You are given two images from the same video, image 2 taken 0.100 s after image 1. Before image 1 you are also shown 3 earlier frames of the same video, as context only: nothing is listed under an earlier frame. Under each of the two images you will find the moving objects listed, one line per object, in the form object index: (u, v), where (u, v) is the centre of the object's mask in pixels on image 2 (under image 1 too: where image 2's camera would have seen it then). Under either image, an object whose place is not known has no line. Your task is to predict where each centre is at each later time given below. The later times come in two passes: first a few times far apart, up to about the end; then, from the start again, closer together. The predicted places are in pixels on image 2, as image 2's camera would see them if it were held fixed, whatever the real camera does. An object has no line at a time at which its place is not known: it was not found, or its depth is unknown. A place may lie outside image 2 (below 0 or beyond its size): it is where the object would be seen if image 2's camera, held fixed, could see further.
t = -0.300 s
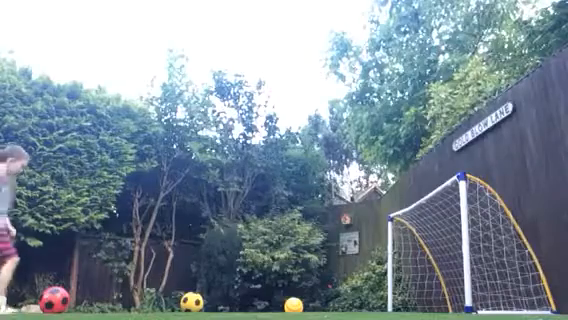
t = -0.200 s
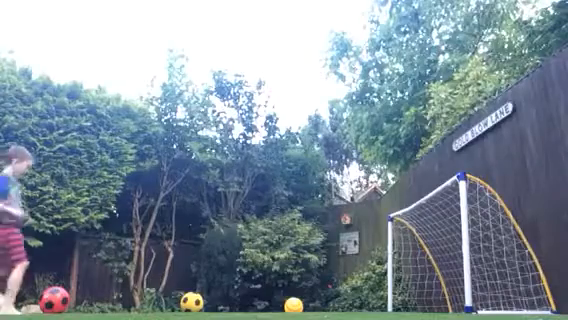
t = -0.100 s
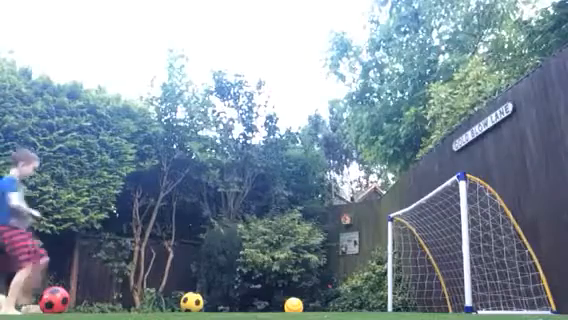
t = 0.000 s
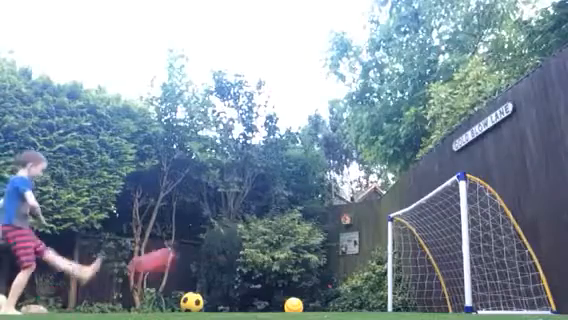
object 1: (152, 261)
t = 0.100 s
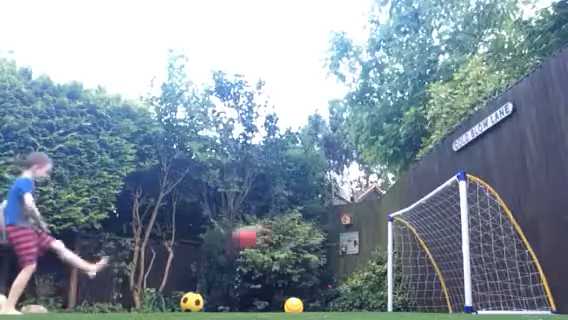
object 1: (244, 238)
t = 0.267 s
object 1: (358, 225)
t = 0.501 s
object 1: (457, 251)
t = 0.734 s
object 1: (441, 294)
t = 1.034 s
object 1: (396, 262)
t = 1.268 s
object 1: (368, 286)
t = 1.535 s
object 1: (337, 288)
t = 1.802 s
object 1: (309, 303)
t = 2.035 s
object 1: (282, 299)
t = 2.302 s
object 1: (262, 303)
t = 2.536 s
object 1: (248, 303)
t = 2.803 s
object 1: (238, 304)
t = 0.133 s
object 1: (271, 232)
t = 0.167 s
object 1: (294, 227)
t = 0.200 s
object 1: (318, 226)
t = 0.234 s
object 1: (336, 225)
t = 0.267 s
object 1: (358, 225)
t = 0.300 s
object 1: (372, 228)
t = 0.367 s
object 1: (407, 232)
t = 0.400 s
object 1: (423, 238)
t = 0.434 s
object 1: (439, 243)
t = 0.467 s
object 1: (452, 247)
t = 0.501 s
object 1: (457, 251)
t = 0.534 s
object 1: (459, 262)
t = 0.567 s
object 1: (459, 267)
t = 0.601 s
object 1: (456, 280)
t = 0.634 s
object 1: (456, 289)
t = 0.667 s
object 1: (455, 304)
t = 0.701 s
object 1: (448, 301)
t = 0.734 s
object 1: (441, 294)
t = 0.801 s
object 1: (432, 277)
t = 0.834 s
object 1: (424, 272)
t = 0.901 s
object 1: (415, 264)
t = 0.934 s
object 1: (409, 262)
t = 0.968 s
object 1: (408, 263)
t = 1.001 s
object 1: (403, 263)
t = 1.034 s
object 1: (396, 262)
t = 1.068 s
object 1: (392, 263)
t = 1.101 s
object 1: (387, 263)
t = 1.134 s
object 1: (386, 265)
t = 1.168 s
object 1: (379, 269)
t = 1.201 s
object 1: (376, 276)
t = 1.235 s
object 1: (371, 280)
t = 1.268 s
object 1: (368, 286)
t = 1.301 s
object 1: (361, 295)
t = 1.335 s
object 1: (358, 299)
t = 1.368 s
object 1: (359, 302)
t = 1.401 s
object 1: (354, 298)
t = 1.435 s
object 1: (349, 295)
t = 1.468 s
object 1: (345, 290)
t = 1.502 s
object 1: (340, 288)
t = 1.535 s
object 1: (337, 288)
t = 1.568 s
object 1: (333, 286)
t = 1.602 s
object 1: (328, 286)
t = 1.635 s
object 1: (324, 289)
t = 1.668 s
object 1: (321, 289)
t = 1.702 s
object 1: (317, 294)
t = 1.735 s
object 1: (312, 298)
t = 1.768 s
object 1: (311, 302)
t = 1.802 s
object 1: (309, 303)
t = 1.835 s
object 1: (306, 301)
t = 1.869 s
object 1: (304, 299)
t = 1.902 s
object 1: (300, 296)
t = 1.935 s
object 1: (295, 293)
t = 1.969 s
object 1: (289, 295)
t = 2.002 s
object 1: (285, 296)
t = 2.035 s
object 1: (282, 299)
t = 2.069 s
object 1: (278, 303)
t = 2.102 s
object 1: (276, 303)
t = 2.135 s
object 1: (275, 303)
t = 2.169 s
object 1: (274, 303)
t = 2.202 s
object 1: (272, 303)
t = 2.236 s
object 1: (267, 304)
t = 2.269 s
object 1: (264, 303)
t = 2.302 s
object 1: (262, 303)
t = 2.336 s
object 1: (260, 303)
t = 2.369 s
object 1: (258, 304)
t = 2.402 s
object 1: (257, 304)
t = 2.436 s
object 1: (256, 303)
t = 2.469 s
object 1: (253, 303)
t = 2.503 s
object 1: (248, 304)
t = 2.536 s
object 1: (248, 303)
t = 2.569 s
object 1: (246, 304)
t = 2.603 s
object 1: (245, 304)
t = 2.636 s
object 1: (243, 304)
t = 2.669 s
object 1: (242, 304)
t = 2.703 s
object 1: (242, 304)
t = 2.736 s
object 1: (240, 303)
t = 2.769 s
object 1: (239, 304)
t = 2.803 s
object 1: (238, 304)
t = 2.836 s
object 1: (237, 304)
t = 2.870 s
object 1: (236, 304)
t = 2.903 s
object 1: (235, 304)
